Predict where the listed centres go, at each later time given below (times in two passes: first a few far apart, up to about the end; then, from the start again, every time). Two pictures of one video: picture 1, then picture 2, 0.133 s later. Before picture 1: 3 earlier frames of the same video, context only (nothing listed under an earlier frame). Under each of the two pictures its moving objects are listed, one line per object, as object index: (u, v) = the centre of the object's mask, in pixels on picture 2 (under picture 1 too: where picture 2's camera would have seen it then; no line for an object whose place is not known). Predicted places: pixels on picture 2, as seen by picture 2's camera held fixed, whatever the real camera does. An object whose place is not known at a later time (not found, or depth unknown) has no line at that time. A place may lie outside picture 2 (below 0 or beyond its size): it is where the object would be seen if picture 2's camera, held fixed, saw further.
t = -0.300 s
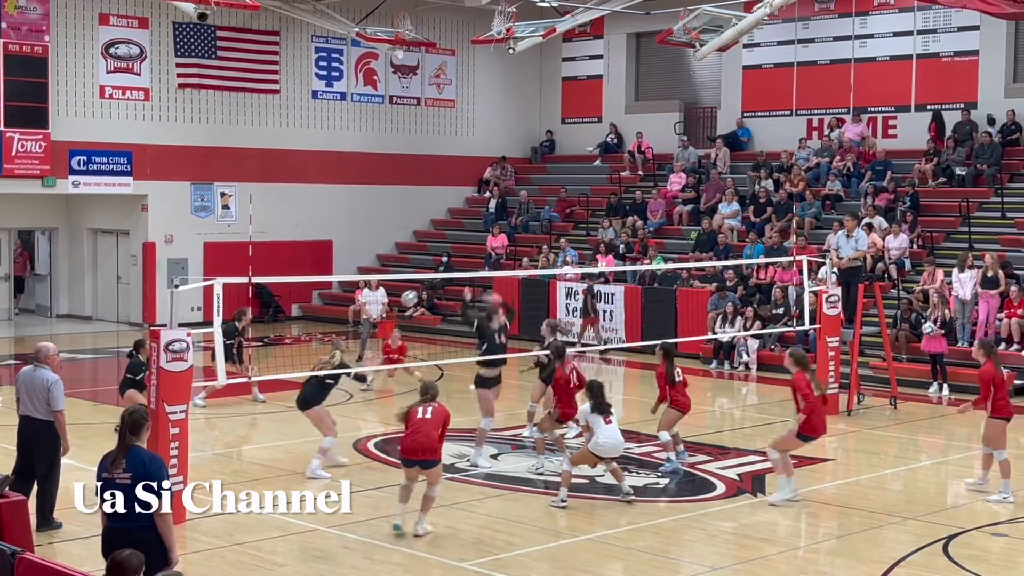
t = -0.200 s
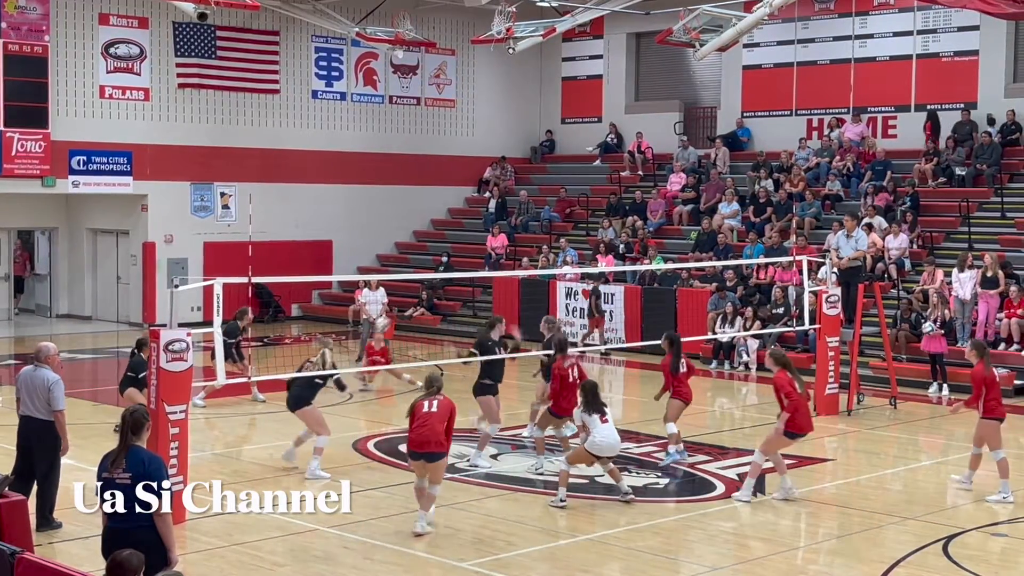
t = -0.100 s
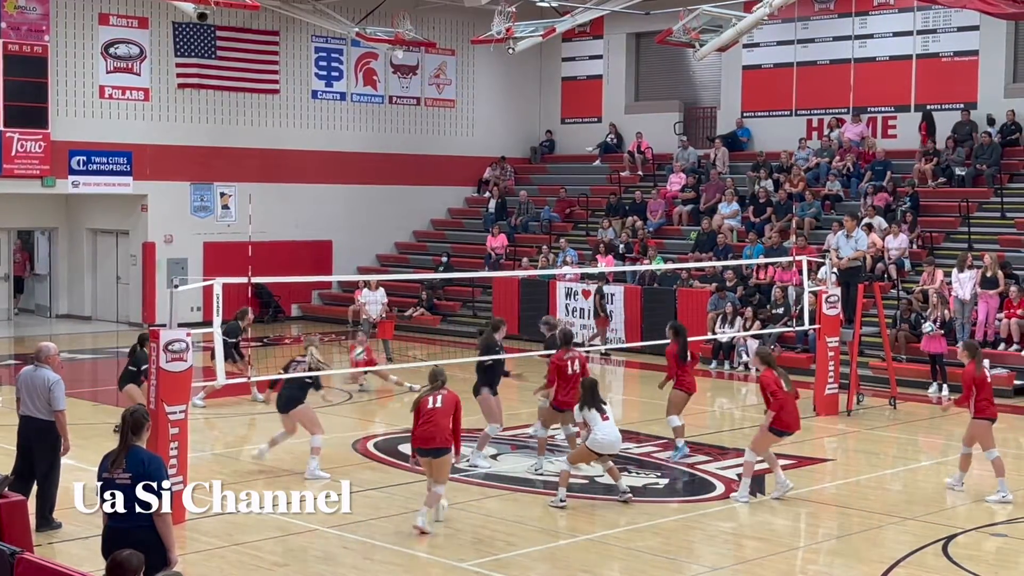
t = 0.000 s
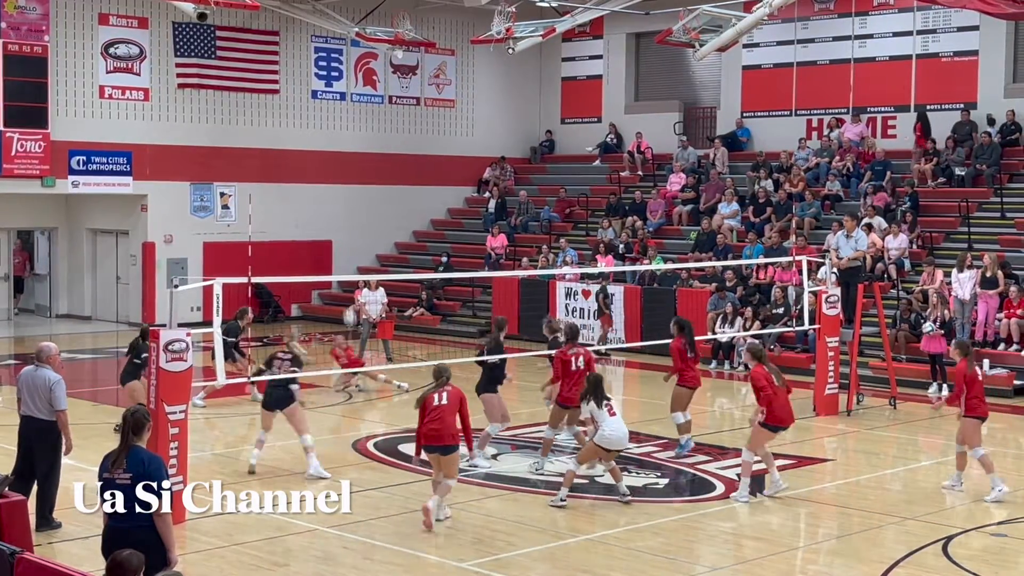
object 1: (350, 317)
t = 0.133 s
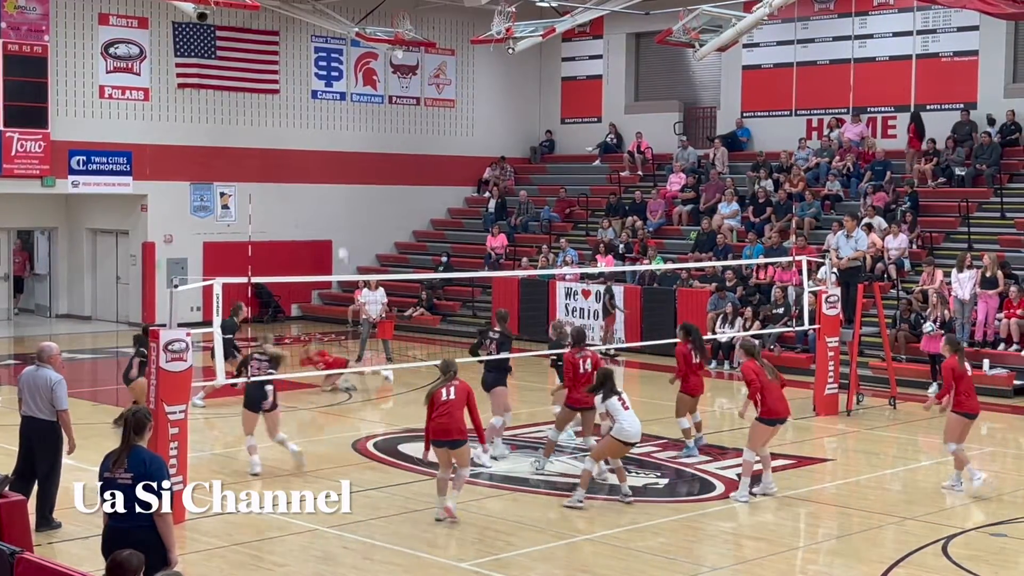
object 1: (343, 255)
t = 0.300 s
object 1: (334, 195)
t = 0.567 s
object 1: (322, 136)
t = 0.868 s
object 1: (307, 124)
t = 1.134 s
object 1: (294, 165)
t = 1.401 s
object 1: (280, 255)
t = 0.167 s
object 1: (341, 241)
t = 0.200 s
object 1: (339, 229)
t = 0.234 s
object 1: (337, 216)
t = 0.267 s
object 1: (336, 205)
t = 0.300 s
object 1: (334, 195)
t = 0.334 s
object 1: (333, 184)
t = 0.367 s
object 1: (331, 177)
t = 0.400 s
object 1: (329, 168)
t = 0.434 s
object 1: (328, 160)
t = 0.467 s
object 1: (326, 154)
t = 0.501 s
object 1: (325, 147)
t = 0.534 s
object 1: (323, 140)
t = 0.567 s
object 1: (322, 136)
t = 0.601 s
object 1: (320, 131)
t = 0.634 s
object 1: (318, 128)
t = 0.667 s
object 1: (316, 125)
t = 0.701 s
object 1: (315, 123)
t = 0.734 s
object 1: (314, 122)
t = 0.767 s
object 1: (312, 121)
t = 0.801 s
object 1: (310, 122)
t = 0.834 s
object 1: (308, 122)
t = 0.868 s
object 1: (307, 124)
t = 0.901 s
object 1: (305, 126)
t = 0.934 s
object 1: (304, 129)
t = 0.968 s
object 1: (301, 134)
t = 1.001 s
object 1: (300, 138)
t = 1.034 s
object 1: (298, 144)
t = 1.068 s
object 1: (297, 150)
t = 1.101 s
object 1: (295, 157)
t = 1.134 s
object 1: (294, 165)
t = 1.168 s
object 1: (292, 173)
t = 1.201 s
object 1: (290, 182)
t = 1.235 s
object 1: (288, 192)
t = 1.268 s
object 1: (286, 203)
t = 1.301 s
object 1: (285, 214)
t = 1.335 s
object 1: (285, 227)
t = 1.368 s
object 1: (282, 242)
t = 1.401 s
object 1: (280, 255)
